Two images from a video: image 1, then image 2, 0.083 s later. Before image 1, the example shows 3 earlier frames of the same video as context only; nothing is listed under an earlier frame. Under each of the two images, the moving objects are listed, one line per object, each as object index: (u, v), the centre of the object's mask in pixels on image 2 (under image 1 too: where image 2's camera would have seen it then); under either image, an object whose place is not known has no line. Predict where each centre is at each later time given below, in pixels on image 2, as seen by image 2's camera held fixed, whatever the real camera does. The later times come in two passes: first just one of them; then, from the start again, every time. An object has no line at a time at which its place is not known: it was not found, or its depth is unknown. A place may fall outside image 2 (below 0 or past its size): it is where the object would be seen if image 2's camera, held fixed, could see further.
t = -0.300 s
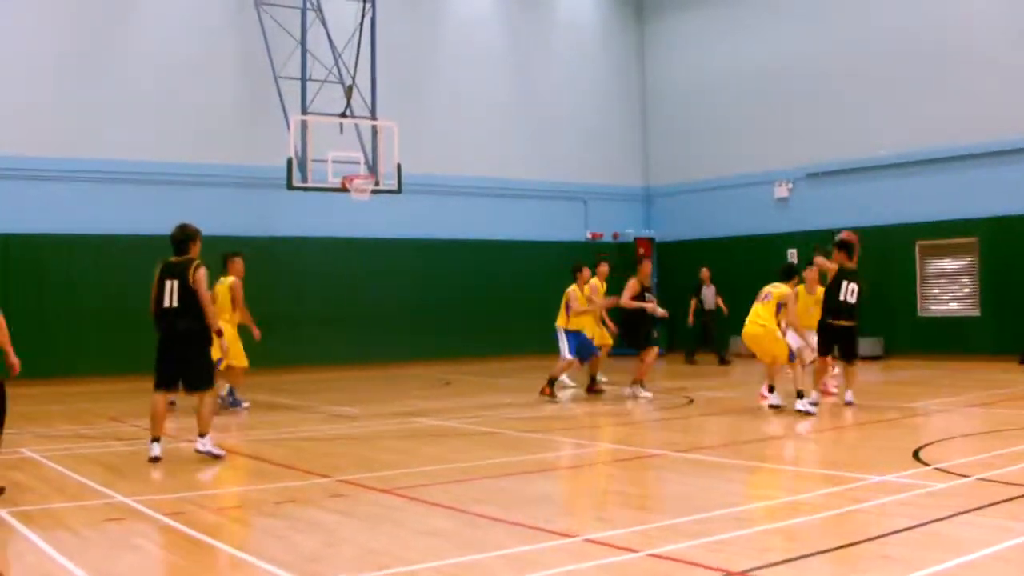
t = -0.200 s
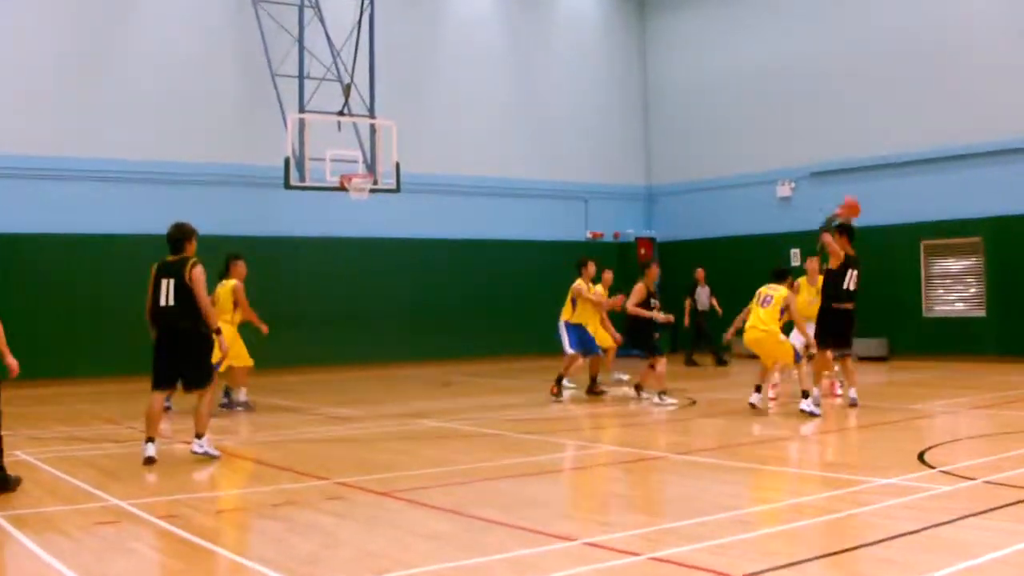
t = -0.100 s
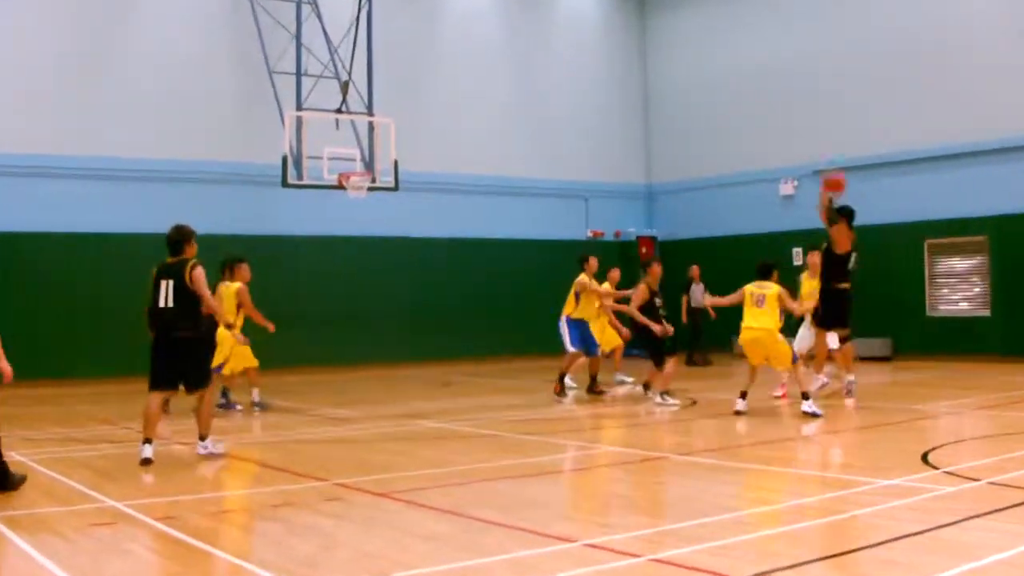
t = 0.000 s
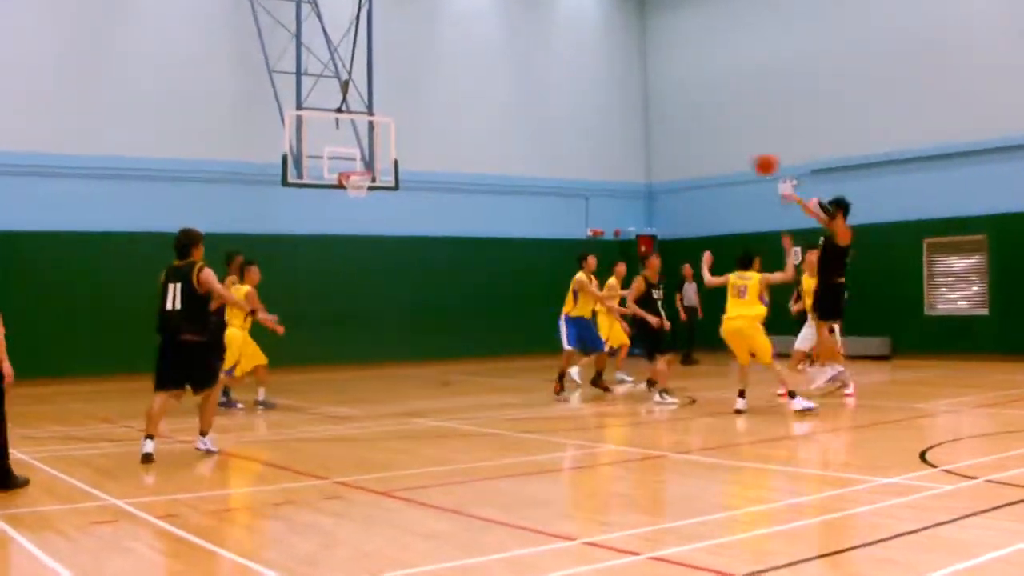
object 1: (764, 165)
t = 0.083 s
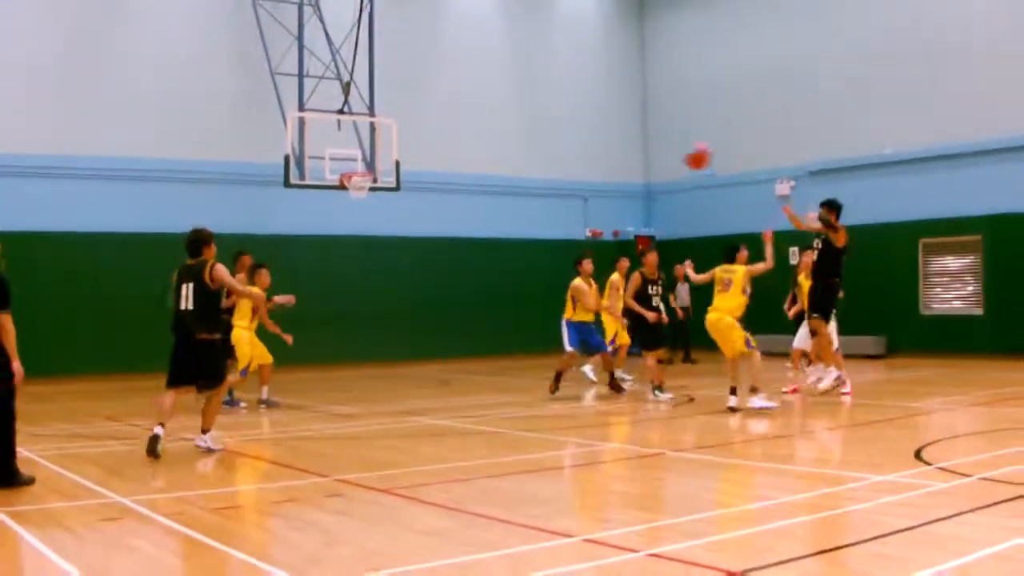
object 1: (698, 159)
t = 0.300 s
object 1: (512, 173)
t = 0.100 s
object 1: (685, 158)
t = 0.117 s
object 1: (671, 158)
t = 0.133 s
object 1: (656, 159)
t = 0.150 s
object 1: (642, 159)
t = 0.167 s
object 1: (630, 159)
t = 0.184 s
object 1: (616, 160)
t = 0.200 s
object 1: (601, 159)
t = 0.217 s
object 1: (586, 162)
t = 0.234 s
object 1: (572, 163)
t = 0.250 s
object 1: (558, 165)
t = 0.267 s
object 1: (543, 167)
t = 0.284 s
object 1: (527, 170)
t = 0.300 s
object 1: (512, 173)
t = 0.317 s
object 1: (496, 175)
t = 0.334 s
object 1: (480, 179)
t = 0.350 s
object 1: (465, 184)
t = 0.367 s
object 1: (448, 188)
